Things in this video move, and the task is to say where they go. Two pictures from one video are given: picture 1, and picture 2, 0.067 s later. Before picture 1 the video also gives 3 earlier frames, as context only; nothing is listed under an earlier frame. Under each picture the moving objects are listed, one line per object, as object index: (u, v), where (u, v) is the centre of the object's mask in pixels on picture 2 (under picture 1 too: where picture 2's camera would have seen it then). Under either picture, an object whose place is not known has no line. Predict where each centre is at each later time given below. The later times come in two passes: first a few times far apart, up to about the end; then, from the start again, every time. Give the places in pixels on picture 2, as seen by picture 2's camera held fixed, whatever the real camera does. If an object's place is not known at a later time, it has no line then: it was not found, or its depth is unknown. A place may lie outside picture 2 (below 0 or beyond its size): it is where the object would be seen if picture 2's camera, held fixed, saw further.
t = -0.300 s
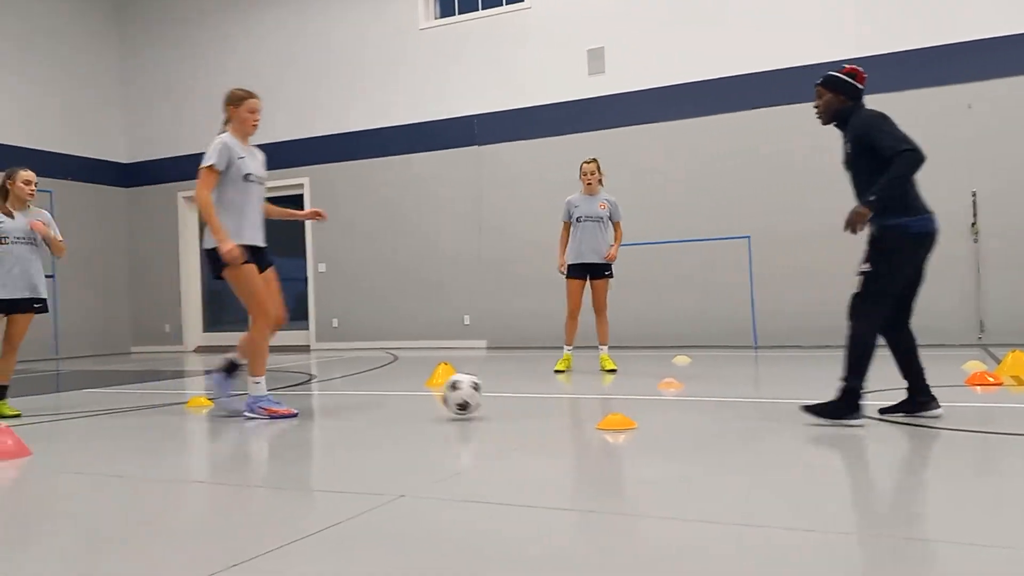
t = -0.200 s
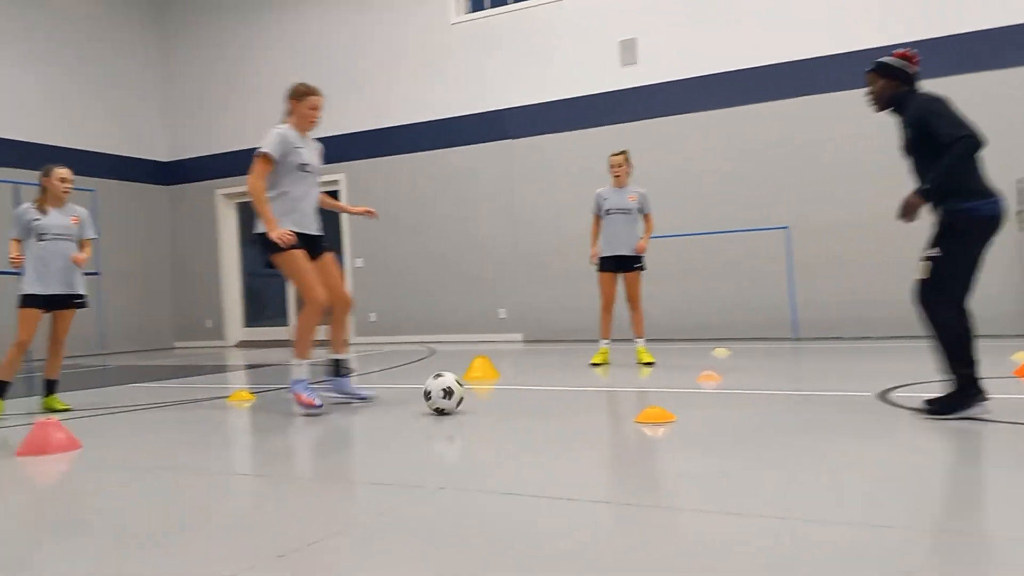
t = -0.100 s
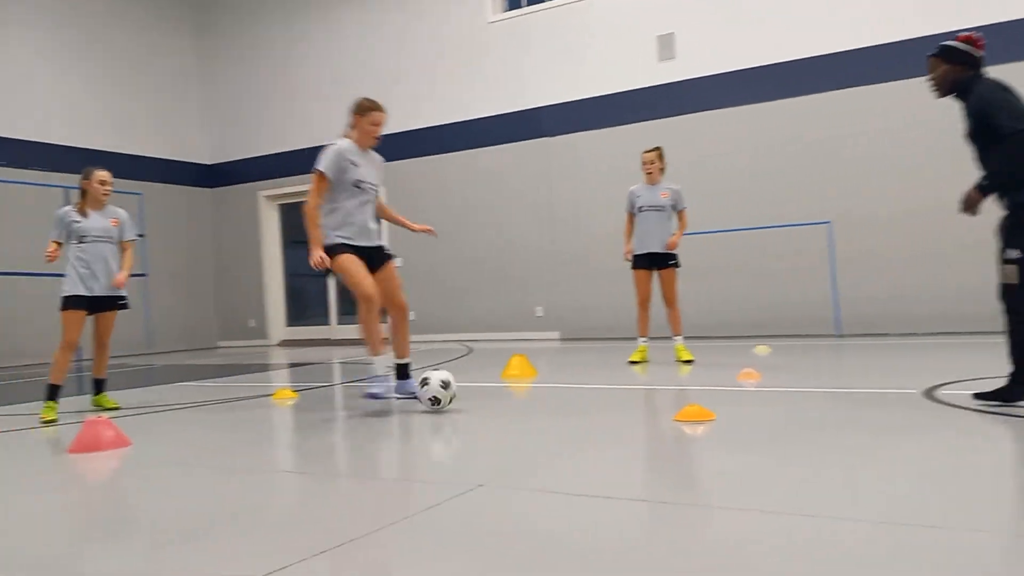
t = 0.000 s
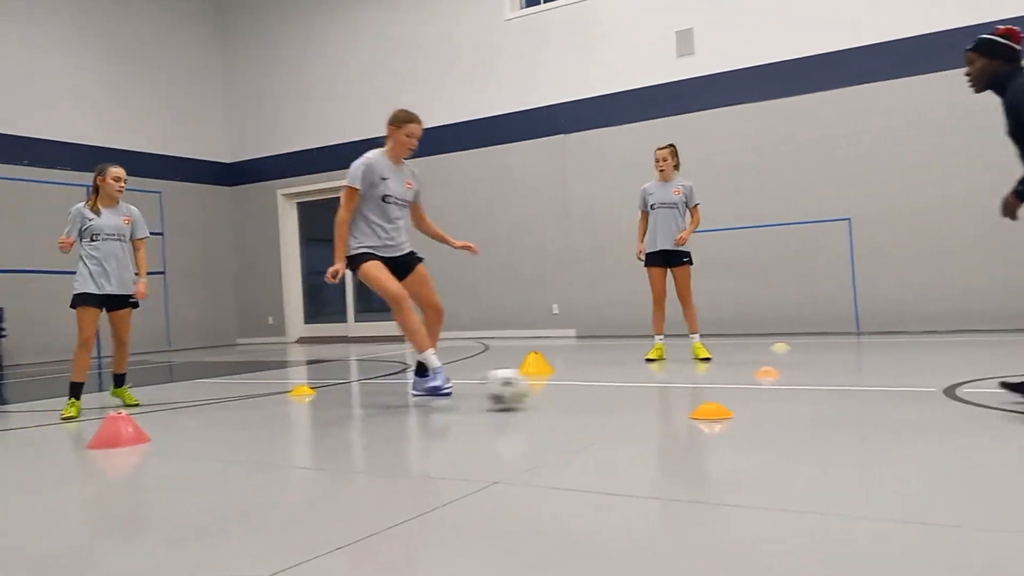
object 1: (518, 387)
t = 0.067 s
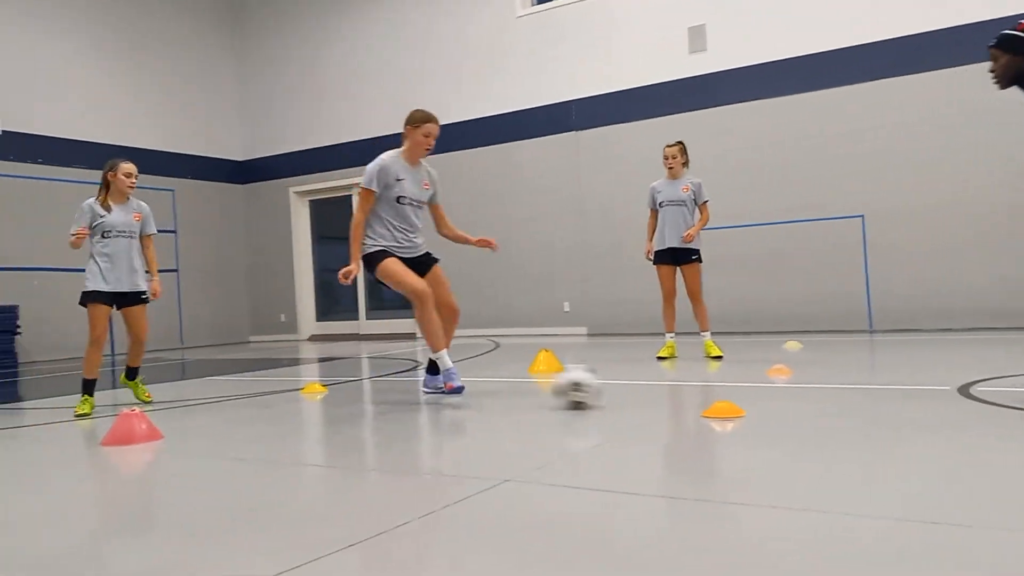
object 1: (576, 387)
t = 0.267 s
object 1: (758, 387)
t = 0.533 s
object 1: (994, 388)
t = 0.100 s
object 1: (606, 387)
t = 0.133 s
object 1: (637, 386)
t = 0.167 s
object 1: (668, 387)
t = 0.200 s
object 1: (697, 388)
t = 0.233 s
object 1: (729, 383)
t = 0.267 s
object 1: (758, 387)
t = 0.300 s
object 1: (788, 387)
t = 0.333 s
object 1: (818, 387)
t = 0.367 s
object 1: (849, 387)
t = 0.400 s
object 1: (876, 387)
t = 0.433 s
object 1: (906, 387)
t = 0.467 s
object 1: (937, 387)
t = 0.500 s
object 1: (966, 387)
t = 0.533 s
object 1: (994, 388)
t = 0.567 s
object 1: (1011, 385)
